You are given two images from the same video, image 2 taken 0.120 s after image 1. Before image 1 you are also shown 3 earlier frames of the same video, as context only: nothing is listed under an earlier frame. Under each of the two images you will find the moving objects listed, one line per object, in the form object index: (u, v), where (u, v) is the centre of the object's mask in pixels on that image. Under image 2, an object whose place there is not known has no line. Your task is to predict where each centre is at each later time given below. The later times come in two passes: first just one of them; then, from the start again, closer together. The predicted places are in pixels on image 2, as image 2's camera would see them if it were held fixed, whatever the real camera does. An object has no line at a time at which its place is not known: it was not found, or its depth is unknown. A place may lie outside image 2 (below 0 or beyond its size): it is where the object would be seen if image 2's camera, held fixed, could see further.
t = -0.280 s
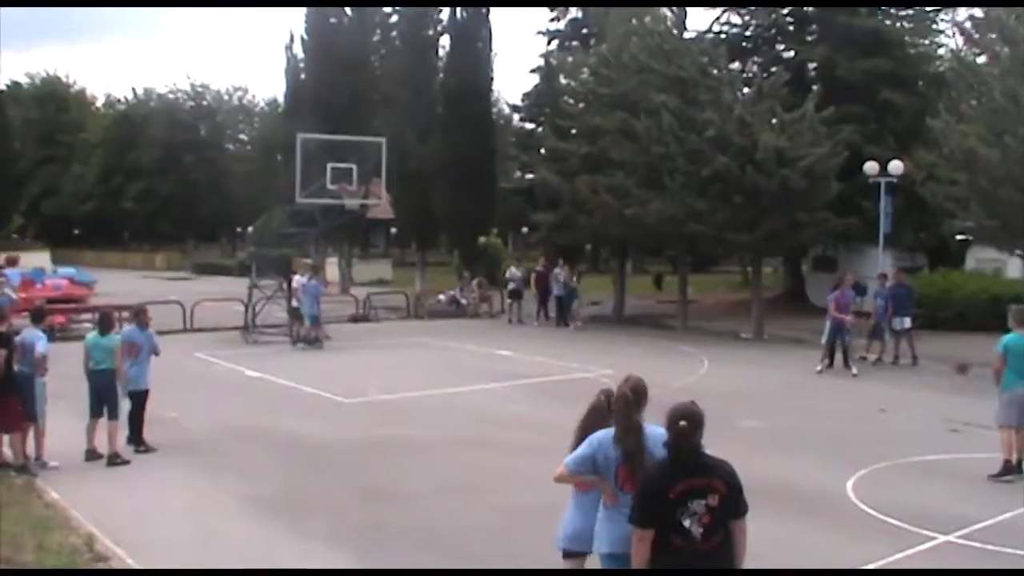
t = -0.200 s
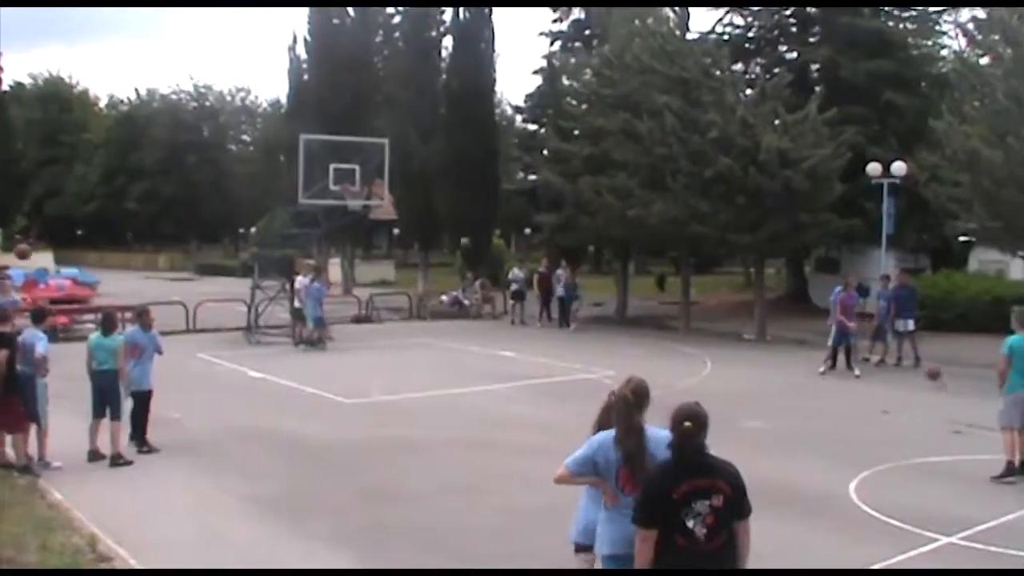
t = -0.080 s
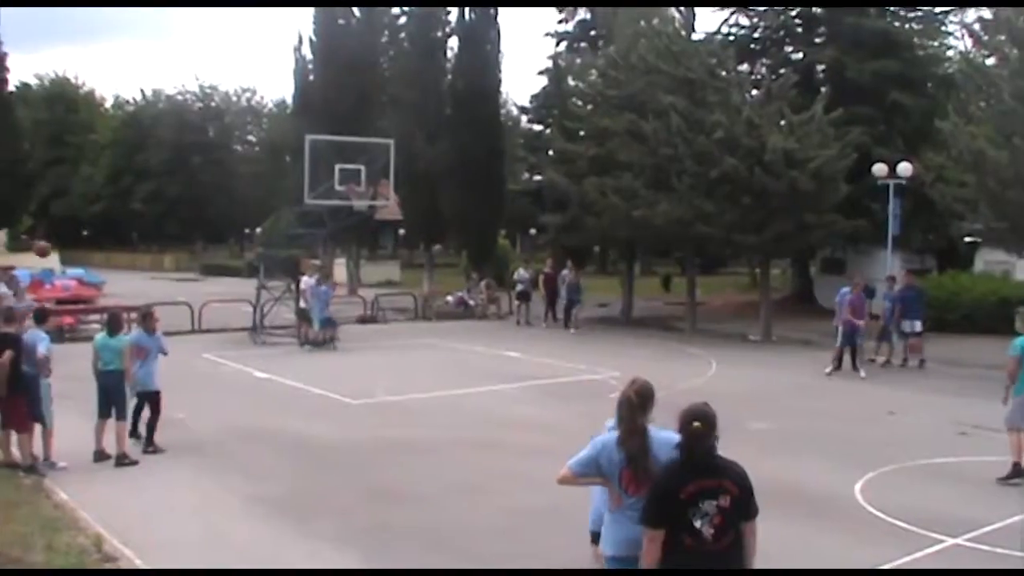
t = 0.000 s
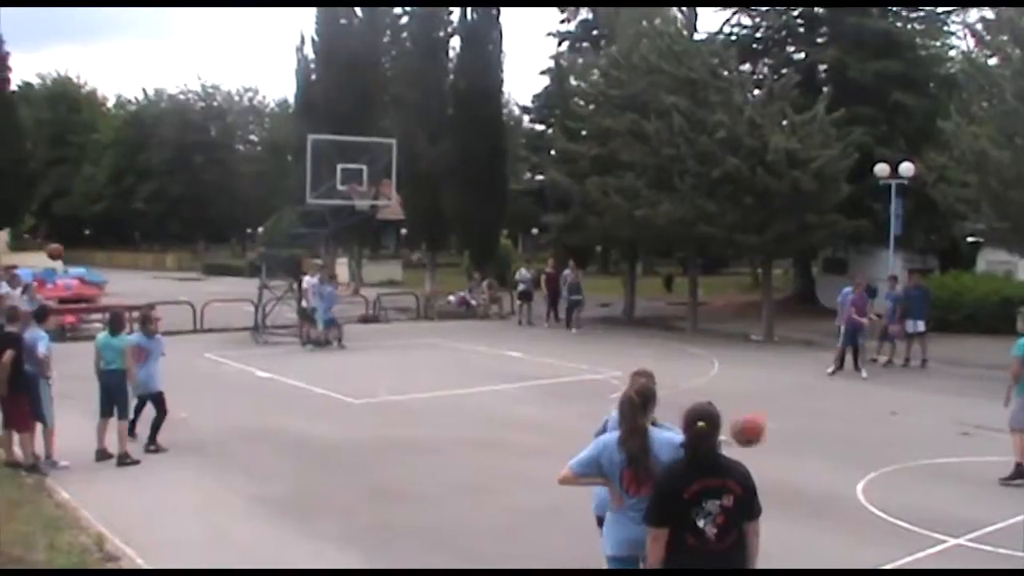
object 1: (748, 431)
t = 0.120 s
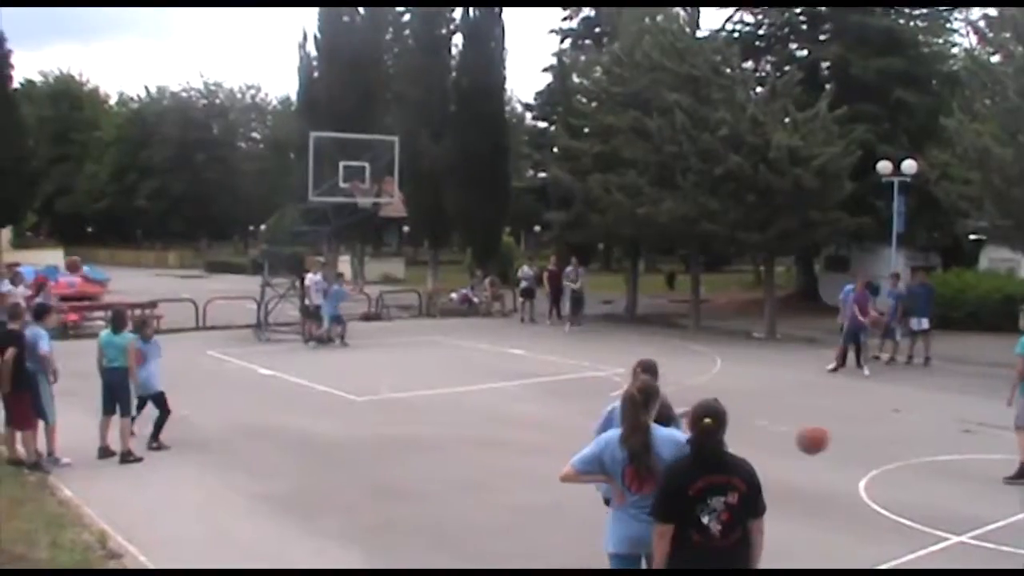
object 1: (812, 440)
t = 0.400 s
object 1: (913, 484)
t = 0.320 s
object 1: (892, 494)
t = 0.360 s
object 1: (905, 508)
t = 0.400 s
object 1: (913, 484)
